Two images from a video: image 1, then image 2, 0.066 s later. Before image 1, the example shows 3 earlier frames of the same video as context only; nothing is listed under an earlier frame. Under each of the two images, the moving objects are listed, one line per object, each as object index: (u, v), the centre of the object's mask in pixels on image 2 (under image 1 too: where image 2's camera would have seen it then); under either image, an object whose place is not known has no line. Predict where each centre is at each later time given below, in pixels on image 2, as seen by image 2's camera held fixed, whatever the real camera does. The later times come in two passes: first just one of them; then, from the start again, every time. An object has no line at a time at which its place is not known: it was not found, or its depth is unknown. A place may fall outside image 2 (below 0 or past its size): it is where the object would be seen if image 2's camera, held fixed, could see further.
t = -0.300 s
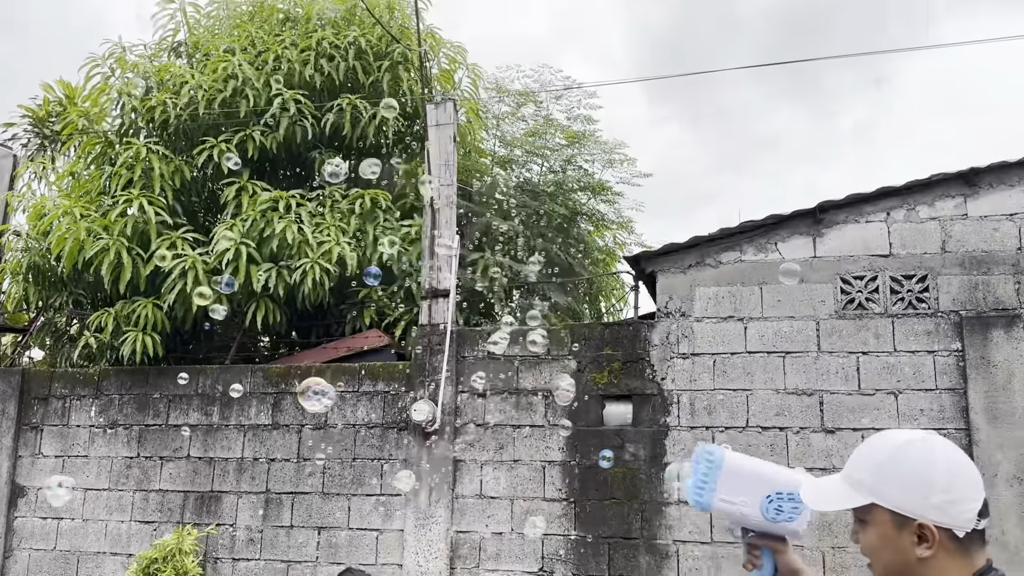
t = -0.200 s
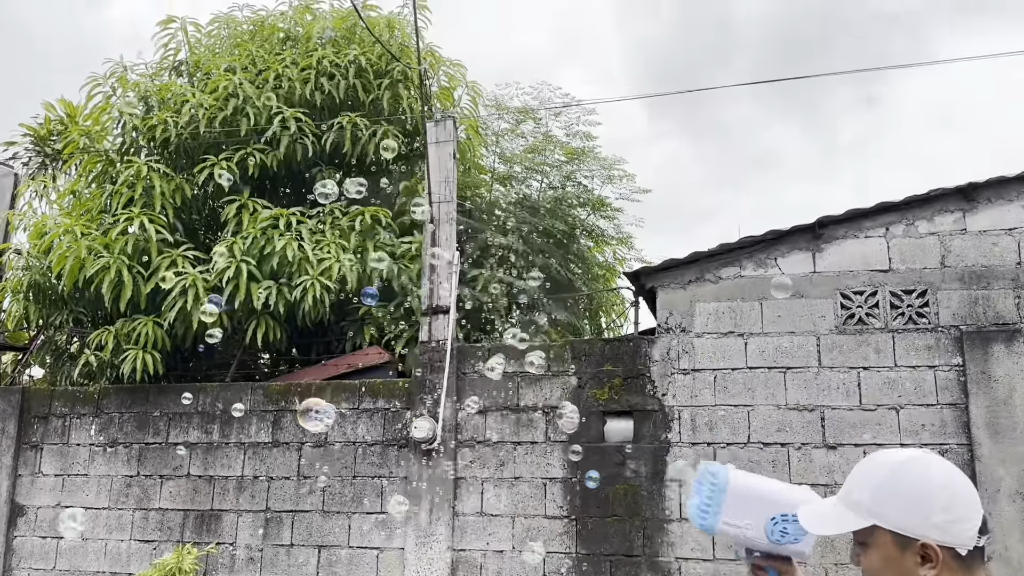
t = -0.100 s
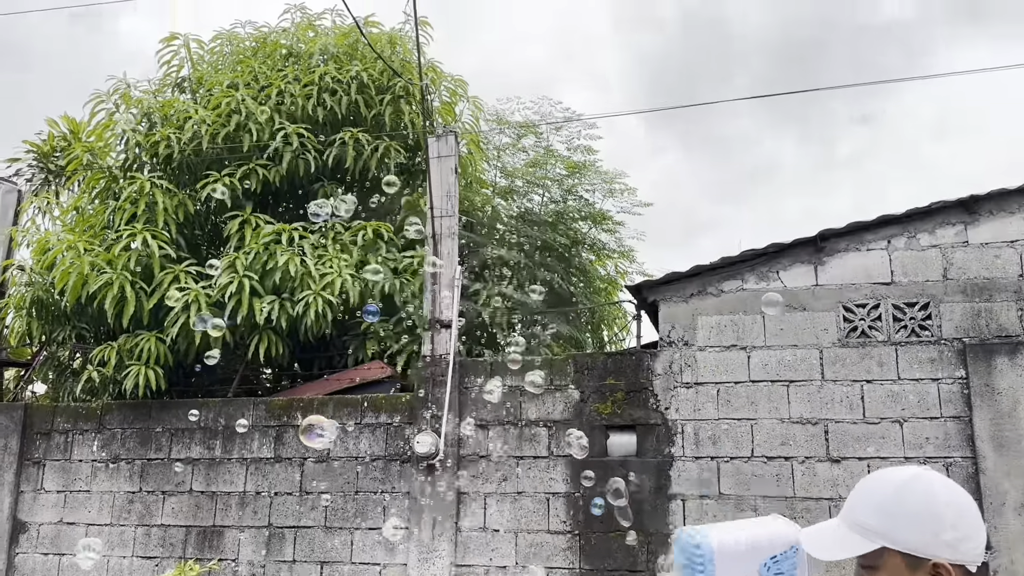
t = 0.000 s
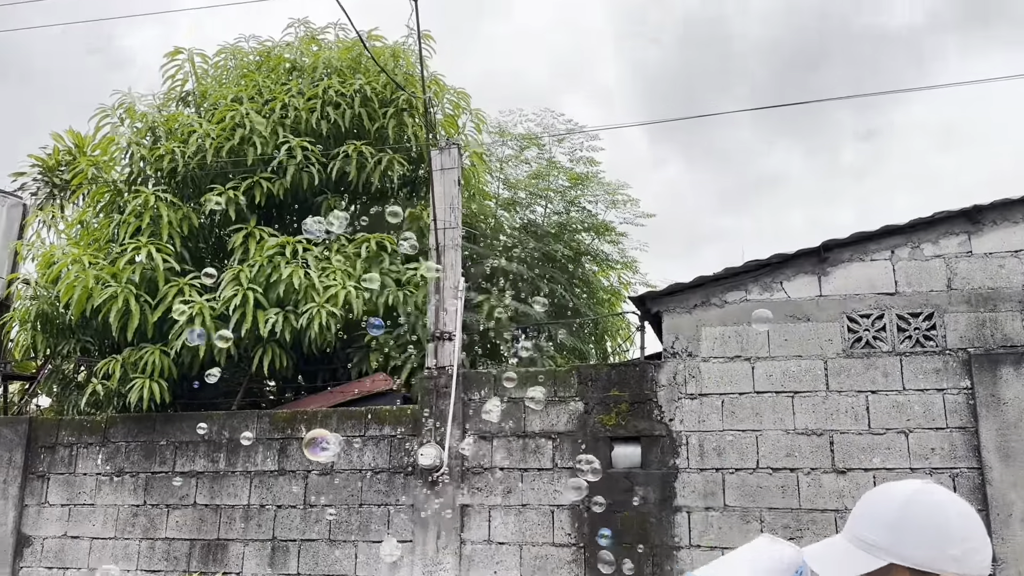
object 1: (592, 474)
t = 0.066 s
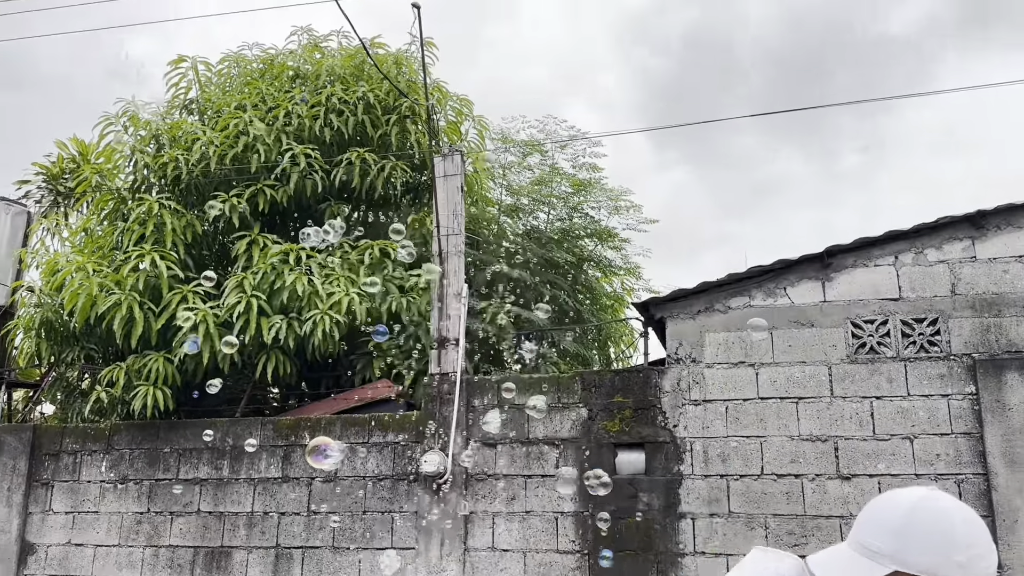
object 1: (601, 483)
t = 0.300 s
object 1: (616, 508)
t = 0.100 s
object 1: (604, 486)
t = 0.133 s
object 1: (603, 490)
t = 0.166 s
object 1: (605, 494)
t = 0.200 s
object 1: (607, 497)
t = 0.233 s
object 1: (609, 501)
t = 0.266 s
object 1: (614, 504)
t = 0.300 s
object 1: (616, 508)
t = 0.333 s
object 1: (616, 510)
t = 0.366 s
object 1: (613, 514)
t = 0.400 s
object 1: (613, 517)
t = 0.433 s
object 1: (613, 520)
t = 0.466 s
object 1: (612, 523)
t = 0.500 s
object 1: (611, 526)
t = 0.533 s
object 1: (611, 529)
